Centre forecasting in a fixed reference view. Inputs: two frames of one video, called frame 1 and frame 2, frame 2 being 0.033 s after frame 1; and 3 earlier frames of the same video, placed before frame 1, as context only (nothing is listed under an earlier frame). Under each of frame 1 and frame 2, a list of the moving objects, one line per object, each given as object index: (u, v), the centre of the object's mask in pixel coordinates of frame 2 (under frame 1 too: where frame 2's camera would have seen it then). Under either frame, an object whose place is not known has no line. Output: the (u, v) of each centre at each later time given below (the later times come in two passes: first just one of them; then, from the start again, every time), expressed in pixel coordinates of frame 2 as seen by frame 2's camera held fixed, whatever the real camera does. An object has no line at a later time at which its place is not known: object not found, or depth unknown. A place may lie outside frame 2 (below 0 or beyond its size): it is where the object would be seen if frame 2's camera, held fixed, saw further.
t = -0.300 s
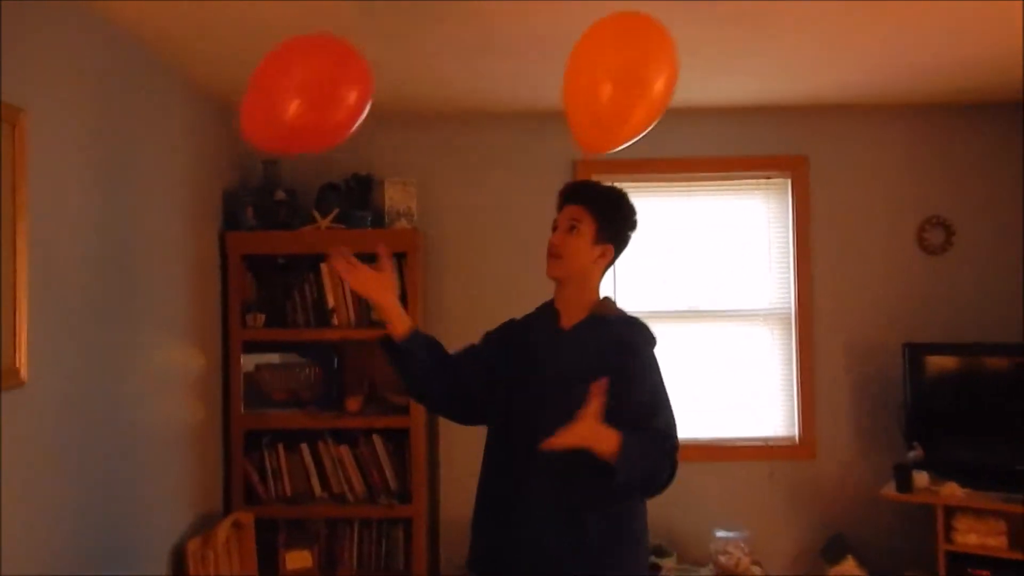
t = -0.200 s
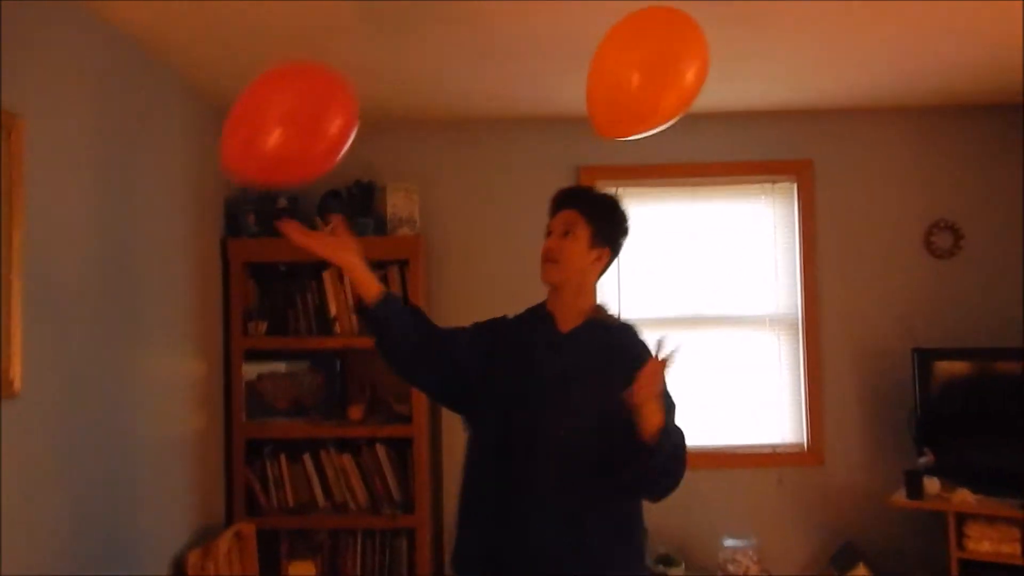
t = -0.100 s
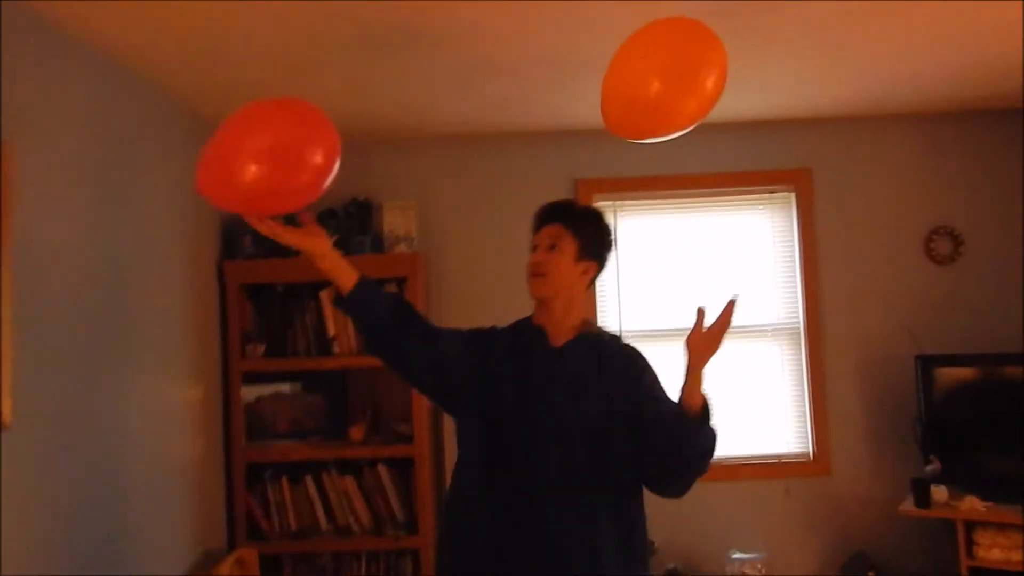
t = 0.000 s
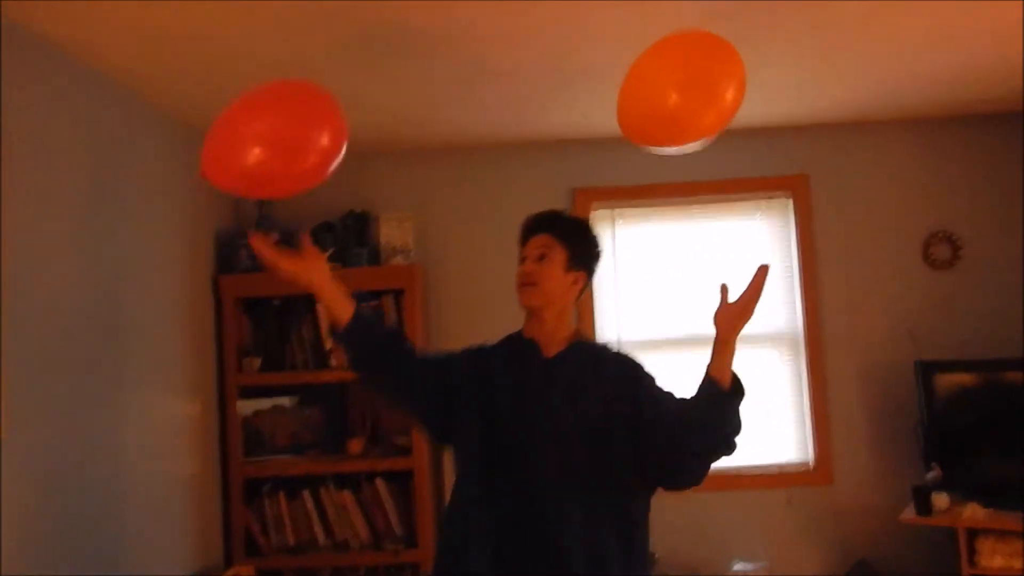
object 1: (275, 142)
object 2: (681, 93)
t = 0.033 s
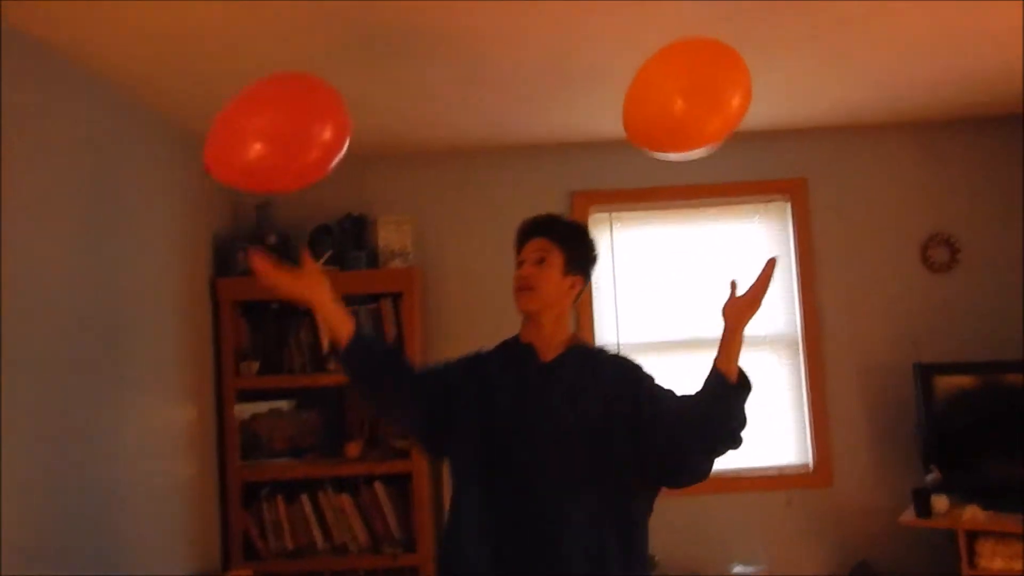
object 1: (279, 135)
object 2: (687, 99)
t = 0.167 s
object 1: (301, 107)
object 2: (715, 122)
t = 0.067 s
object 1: (282, 128)
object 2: (692, 106)
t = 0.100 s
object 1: (287, 120)
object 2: (699, 110)
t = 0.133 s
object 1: (295, 113)
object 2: (708, 116)
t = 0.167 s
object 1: (301, 107)
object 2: (715, 122)
